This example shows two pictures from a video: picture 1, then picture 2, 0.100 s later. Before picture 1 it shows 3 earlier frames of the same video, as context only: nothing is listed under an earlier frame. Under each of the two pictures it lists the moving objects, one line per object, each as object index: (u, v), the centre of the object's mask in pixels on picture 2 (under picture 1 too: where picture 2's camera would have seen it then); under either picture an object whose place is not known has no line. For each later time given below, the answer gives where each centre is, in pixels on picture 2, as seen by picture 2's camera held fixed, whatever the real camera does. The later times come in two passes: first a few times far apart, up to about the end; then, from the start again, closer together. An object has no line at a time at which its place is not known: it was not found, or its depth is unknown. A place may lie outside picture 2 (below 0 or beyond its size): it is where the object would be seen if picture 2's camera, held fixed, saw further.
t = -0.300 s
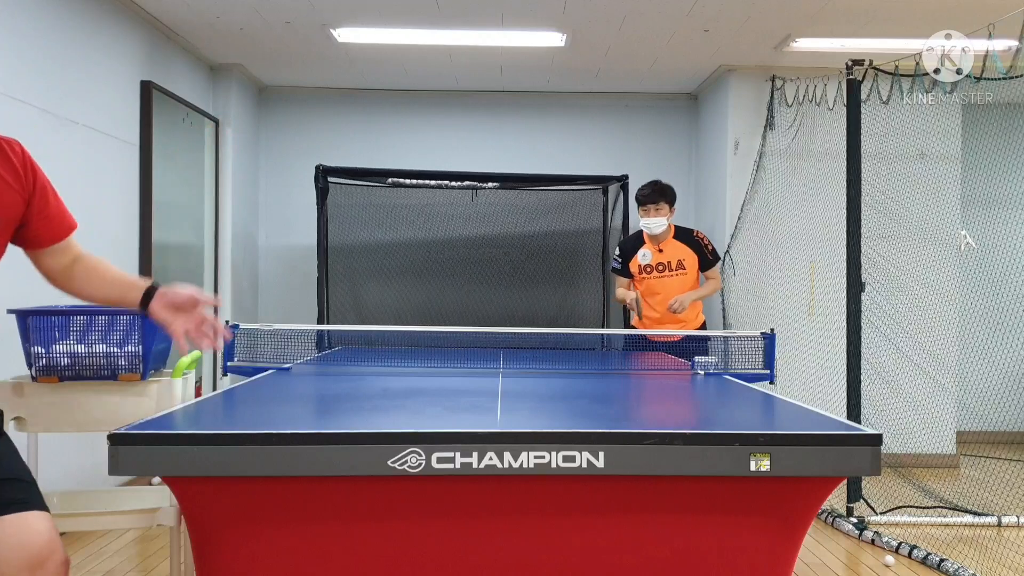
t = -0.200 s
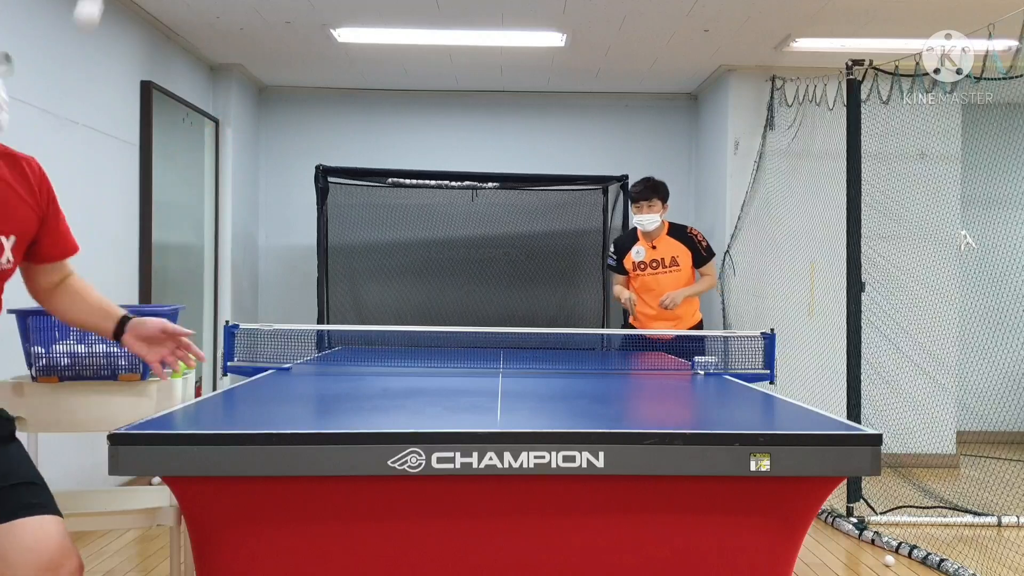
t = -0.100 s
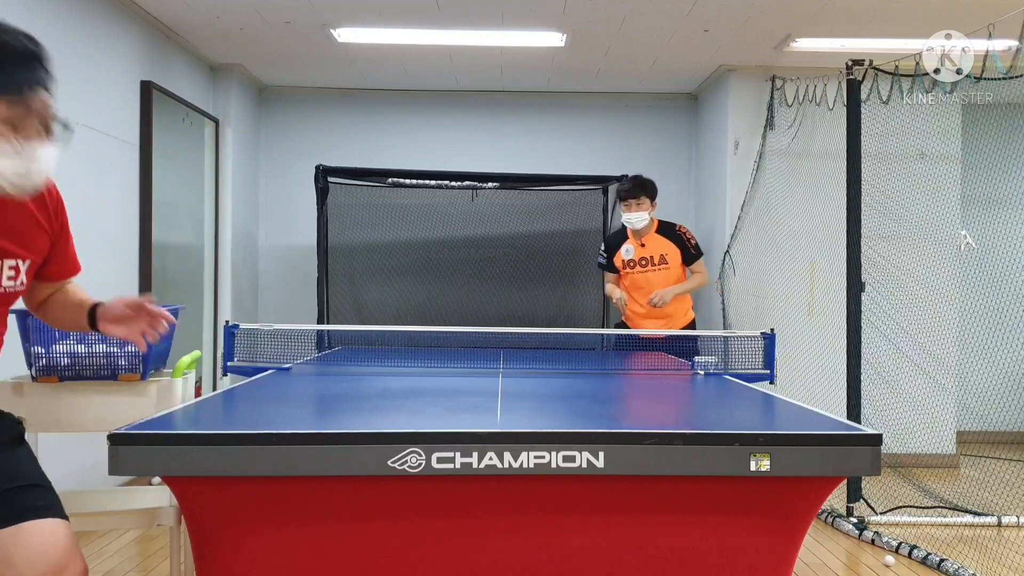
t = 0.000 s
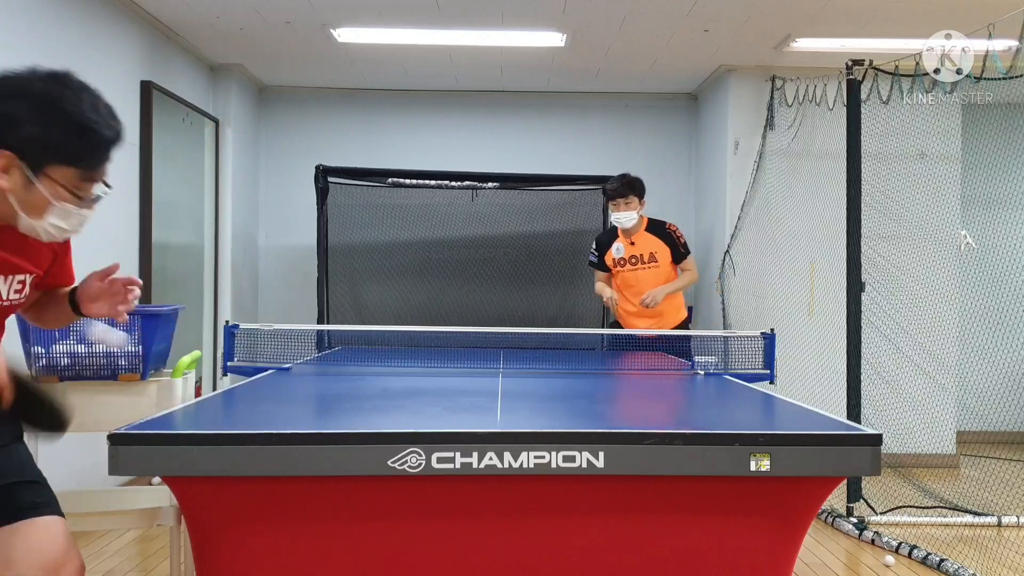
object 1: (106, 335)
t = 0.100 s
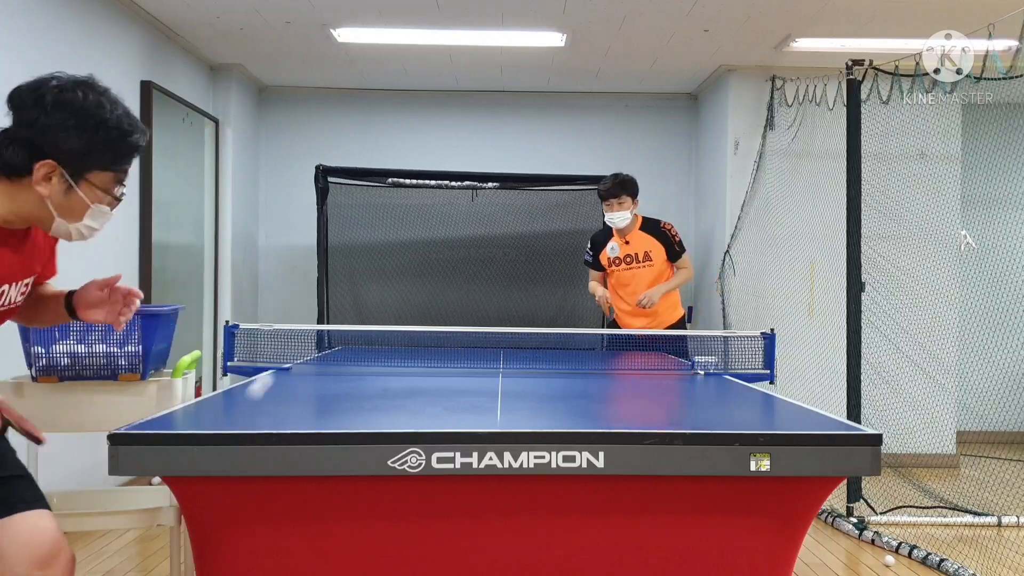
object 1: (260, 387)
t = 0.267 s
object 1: (377, 295)
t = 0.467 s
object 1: (461, 311)
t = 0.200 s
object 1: (338, 315)
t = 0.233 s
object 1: (358, 303)
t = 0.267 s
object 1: (377, 295)
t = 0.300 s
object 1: (393, 291)
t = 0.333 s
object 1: (409, 290)
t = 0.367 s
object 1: (423, 291)
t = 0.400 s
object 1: (436, 296)
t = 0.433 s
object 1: (449, 302)
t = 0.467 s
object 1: (461, 311)
